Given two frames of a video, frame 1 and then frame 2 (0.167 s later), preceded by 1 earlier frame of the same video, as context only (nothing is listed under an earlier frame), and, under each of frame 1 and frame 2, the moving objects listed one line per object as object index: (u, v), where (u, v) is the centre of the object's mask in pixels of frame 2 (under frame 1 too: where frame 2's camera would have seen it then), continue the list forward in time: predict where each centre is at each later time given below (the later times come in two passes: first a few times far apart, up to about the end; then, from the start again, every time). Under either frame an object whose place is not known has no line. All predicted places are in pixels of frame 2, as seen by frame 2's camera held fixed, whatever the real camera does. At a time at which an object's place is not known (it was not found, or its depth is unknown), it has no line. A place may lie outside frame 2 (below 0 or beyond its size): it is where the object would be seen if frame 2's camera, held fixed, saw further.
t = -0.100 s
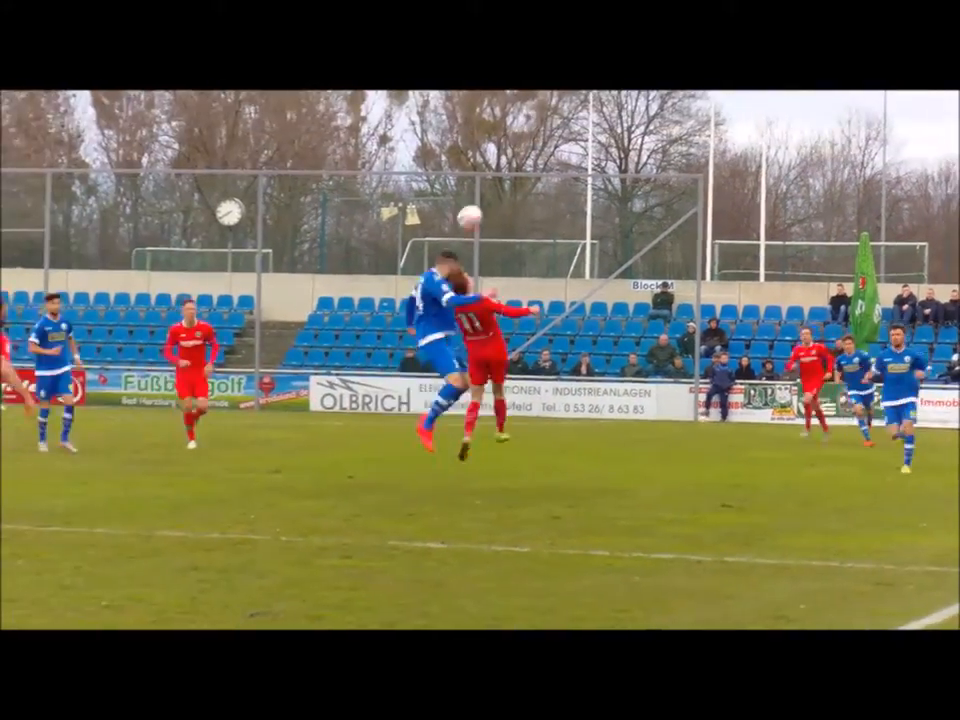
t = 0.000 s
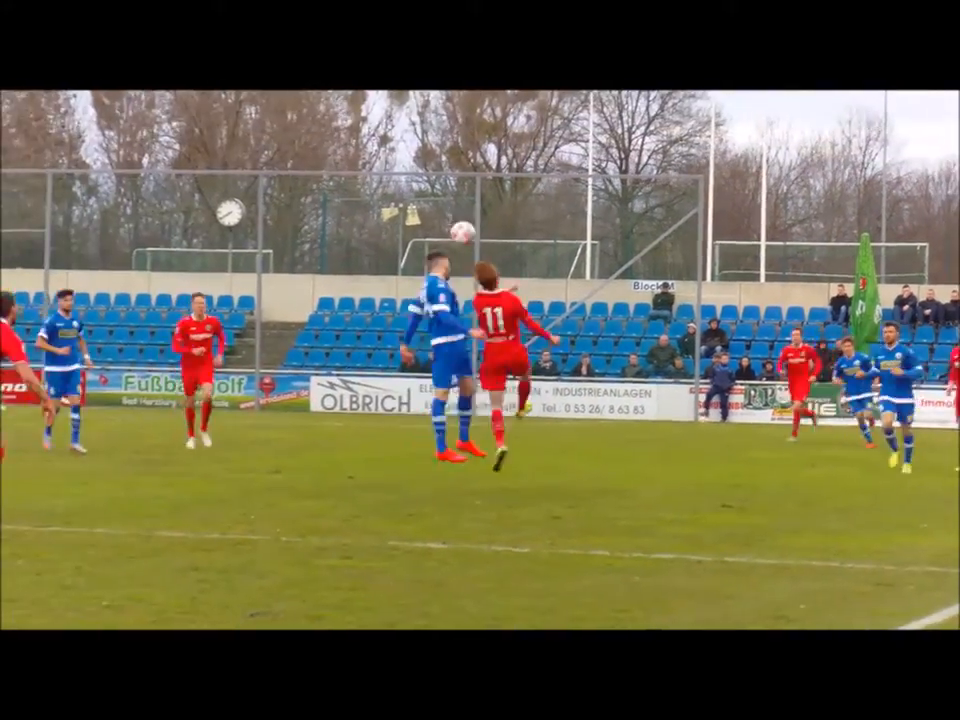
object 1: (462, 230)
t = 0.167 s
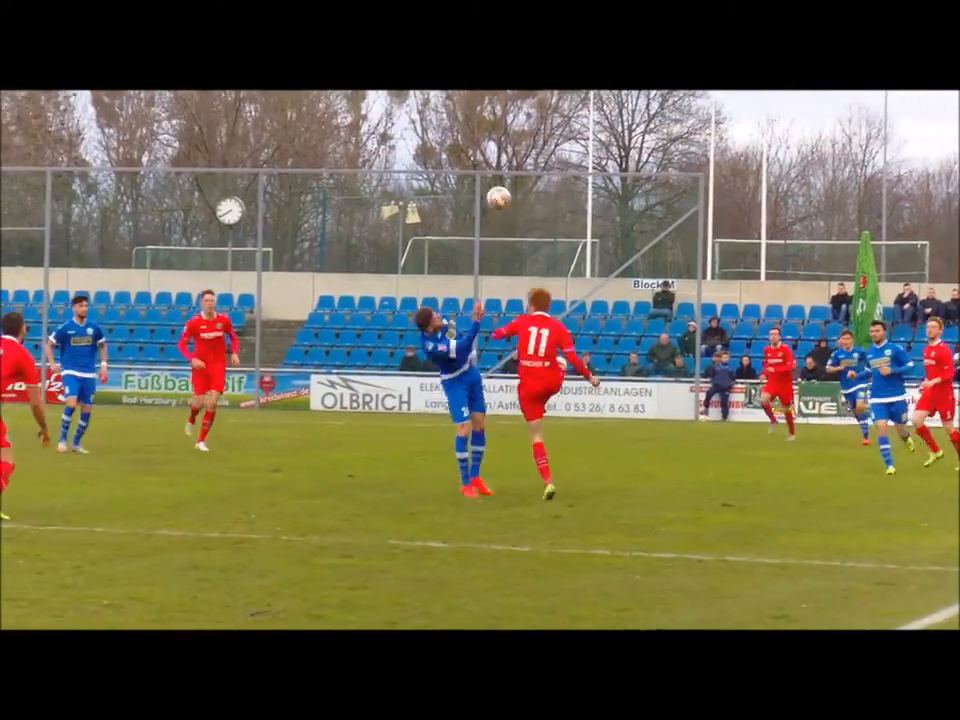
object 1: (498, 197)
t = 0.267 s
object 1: (519, 190)
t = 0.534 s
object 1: (569, 224)
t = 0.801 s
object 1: (614, 318)
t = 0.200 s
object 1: (505, 194)
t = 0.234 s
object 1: (512, 192)
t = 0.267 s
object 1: (519, 190)
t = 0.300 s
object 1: (526, 192)
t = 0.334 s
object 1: (532, 193)
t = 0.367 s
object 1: (538, 196)
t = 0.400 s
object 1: (545, 199)
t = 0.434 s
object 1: (551, 203)
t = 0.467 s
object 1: (557, 210)
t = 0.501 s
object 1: (563, 216)
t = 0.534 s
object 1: (569, 224)
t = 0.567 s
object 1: (575, 232)
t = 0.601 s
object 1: (581, 242)
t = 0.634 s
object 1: (586, 252)
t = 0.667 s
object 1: (592, 264)
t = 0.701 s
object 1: (598, 277)
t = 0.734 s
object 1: (603, 289)
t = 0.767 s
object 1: (608, 303)
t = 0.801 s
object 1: (614, 318)
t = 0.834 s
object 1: (619, 334)
